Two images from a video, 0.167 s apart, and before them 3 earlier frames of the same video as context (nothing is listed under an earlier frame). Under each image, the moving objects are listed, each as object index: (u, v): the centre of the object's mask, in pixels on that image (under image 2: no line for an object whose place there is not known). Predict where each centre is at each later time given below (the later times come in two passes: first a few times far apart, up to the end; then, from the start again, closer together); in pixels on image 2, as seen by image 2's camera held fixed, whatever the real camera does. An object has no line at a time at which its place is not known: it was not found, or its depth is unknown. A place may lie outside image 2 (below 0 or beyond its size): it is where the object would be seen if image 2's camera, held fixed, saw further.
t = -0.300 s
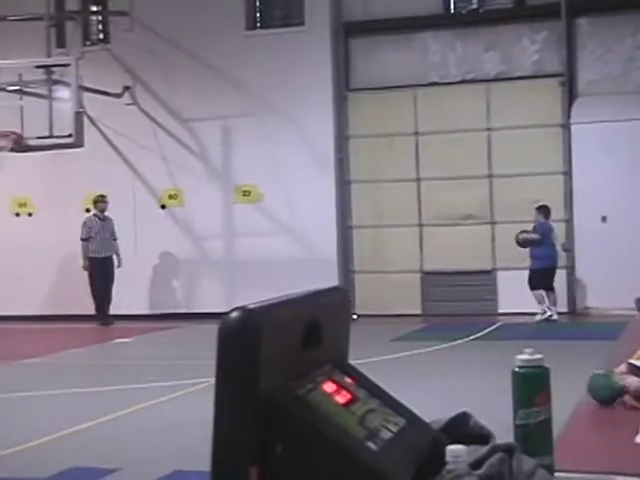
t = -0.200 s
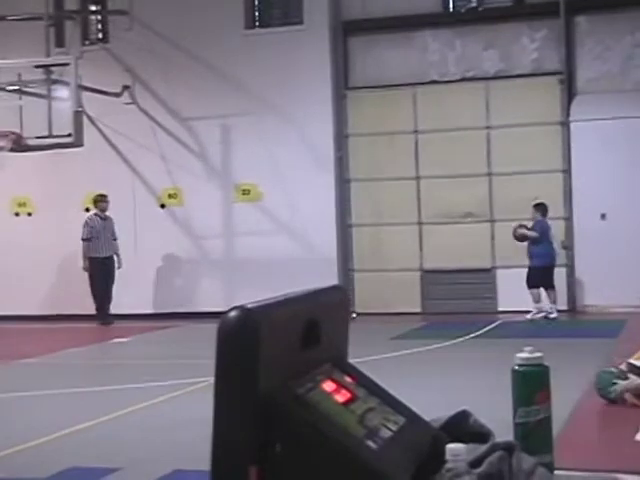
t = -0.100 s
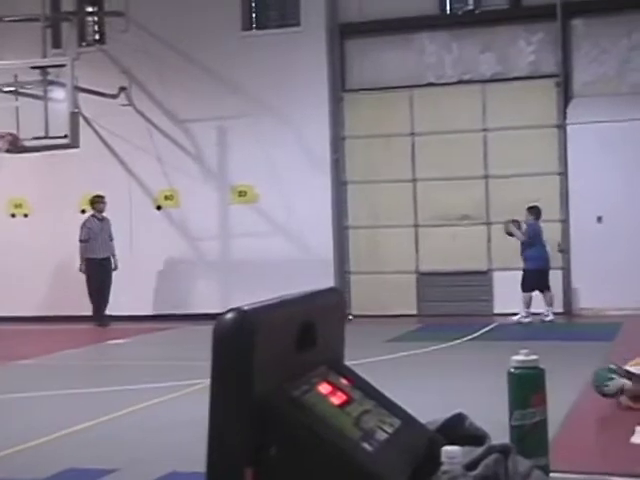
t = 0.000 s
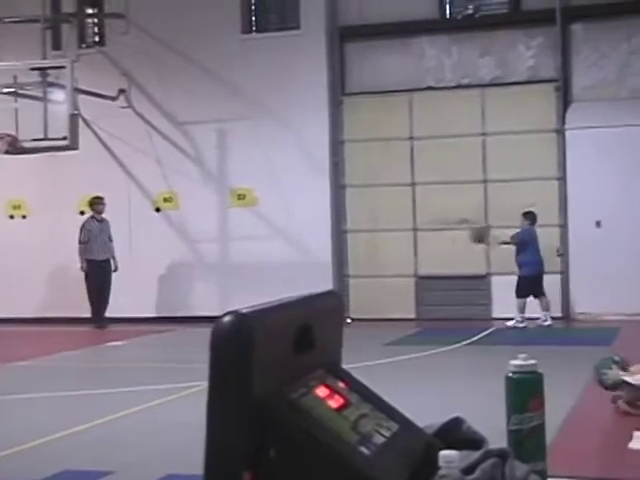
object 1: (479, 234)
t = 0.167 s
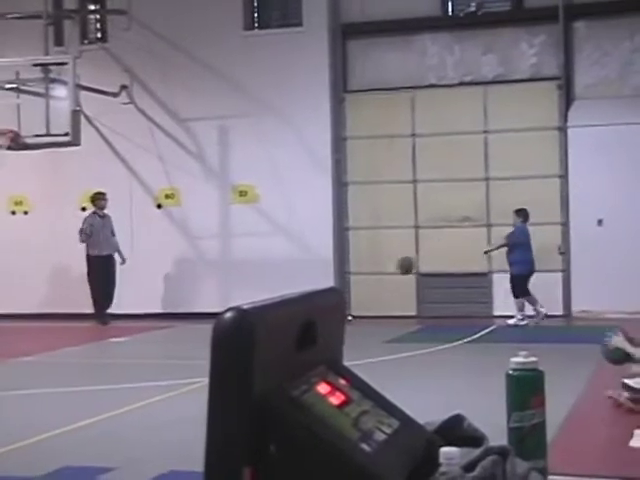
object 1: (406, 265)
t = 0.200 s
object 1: (391, 273)
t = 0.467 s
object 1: (304, 282)
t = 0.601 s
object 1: (274, 263)
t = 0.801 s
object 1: (231, 258)
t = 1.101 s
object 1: (169, 308)
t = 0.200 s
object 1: (391, 273)
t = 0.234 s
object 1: (376, 284)
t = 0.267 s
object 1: (362, 294)
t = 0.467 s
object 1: (304, 282)
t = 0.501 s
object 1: (296, 276)
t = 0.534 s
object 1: (289, 271)
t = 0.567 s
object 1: (281, 266)
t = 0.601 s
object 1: (274, 263)
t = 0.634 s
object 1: (267, 260)
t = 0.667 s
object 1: (260, 258)
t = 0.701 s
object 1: (252, 257)
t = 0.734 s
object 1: (245, 257)
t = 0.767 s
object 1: (238, 257)
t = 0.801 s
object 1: (231, 258)
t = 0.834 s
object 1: (224, 261)
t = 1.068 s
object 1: (177, 300)
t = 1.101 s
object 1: (169, 308)
